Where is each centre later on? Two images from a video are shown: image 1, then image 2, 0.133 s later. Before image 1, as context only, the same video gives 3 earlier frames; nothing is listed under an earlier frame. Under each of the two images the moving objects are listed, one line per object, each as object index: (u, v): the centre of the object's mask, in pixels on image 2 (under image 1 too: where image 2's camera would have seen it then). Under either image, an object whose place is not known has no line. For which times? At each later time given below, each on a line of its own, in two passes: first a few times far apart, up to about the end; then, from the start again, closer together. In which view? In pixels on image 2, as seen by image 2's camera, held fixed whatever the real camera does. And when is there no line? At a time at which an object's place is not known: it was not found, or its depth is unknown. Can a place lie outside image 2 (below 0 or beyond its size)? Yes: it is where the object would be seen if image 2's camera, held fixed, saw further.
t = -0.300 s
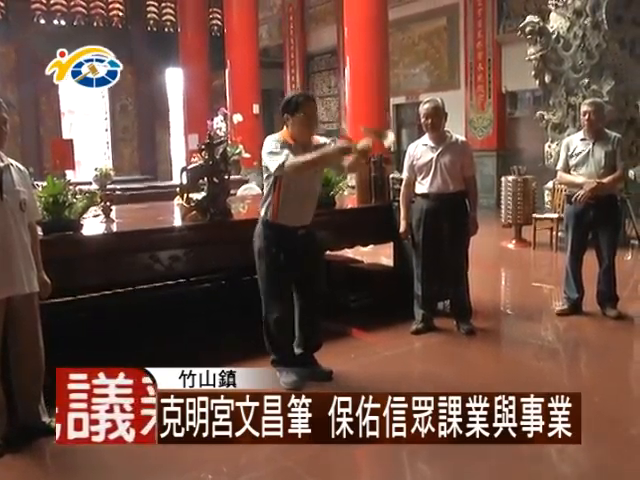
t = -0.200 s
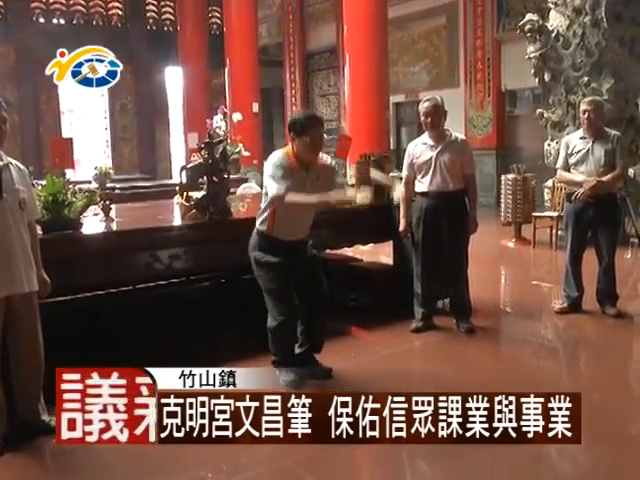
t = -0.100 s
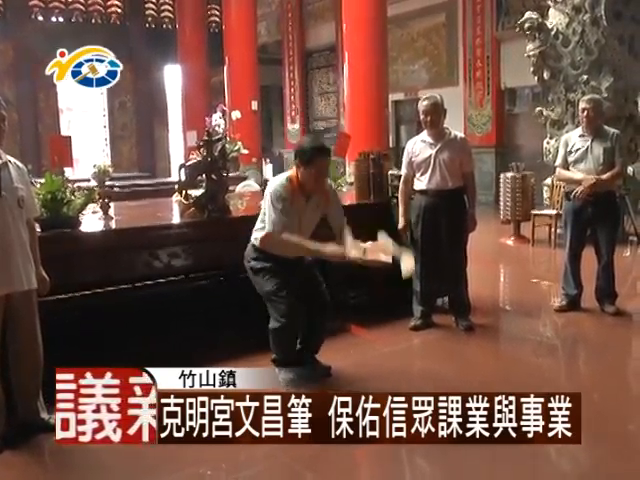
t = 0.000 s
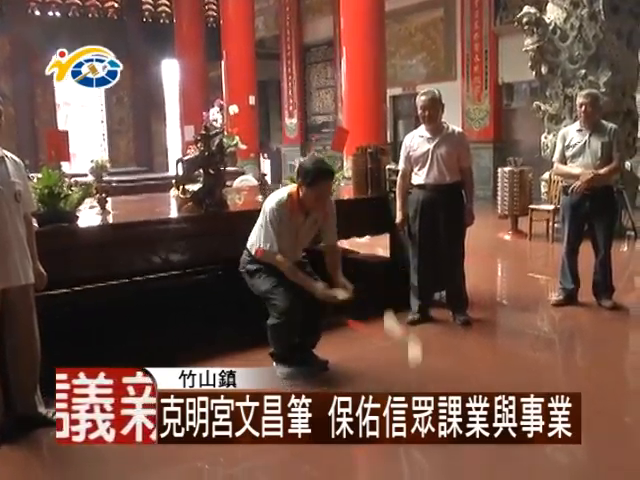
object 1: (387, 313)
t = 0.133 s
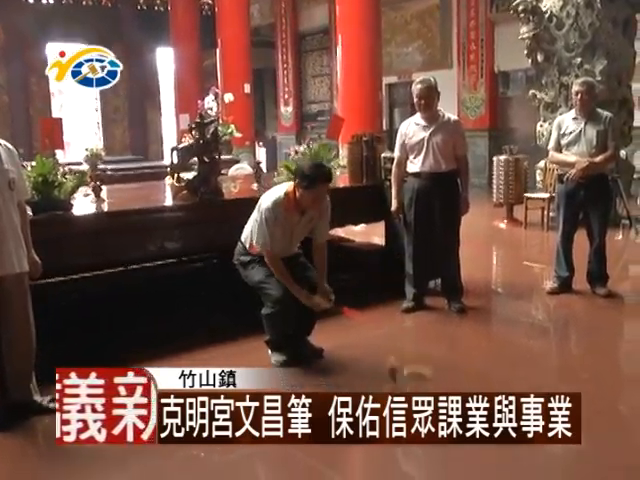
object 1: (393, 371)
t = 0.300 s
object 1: (384, 317)
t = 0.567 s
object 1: (376, 334)
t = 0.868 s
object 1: (367, 352)
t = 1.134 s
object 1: (362, 347)
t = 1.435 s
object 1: (362, 347)
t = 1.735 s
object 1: (362, 347)
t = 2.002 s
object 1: (362, 347)
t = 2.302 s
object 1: (362, 347)
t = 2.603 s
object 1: (363, 347)
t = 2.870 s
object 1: (363, 347)
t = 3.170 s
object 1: (363, 347)
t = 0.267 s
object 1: (385, 323)
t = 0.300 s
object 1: (384, 317)
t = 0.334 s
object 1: (382, 310)
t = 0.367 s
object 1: (381, 306)
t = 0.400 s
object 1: (382, 307)
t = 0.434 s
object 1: (380, 308)
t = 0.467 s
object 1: (380, 314)
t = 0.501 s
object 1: (379, 320)
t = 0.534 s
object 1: (378, 325)
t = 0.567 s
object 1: (376, 334)
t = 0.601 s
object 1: (375, 349)
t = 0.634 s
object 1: (376, 363)
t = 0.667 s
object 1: (378, 365)
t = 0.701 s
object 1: (371, 356)
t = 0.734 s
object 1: (369, 350)
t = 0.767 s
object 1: (368, 348)
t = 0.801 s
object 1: (367, 348)
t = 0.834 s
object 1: (367, 352)
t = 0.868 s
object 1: (367, 352)
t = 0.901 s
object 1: (367, 352)
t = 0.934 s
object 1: (365, 351)
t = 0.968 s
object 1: (364, 349)
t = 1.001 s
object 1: (364, 349)
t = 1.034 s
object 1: (364, 348)
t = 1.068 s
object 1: (363, 348)
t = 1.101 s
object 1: (362, 347)
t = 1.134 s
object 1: (362, 347)
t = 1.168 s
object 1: (362, 348)
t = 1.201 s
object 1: (362, 348)
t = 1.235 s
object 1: (362, 348)
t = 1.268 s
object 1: (362, 348)
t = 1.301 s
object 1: (362, 348)
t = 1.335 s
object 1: (362, 347)
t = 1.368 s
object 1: (362, 347)
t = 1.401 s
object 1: (362, 347)
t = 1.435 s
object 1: (362, 347)
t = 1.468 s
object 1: (362, 347)
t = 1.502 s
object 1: (362, 347)
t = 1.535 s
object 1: (362, 347)
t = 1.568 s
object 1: (362, 347)
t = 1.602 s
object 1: (362, 347)
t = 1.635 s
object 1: (362, 347)
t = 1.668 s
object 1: (362, 347)
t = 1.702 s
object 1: (362, 347)
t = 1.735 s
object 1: (362, 347)
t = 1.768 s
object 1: (362, 347)
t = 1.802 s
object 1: (362, 347)
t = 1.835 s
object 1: (362, 347)
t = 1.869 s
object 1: (362, 347)
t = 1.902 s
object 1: (362, 347)
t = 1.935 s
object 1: (362, 347)
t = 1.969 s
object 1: (362, 348)
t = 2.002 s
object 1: (362, 347)
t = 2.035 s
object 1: (362, 347)
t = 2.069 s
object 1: (362, 347)
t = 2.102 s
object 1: (362, 348)
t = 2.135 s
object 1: (362, 347)
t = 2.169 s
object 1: (362, 347)
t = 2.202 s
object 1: (362, 348)
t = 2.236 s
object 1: (362, 347)
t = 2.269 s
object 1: (362, 347)
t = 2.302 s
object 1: (362, 347)
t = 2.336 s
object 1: (362, 347)
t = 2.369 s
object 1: (362, 347)
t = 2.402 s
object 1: (362, 347)
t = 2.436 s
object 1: (362, 347)
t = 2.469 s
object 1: (362, 347)
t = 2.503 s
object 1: (362, 347)
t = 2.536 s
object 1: (362, 347)
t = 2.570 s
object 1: (362, 347)
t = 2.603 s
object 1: (363, 347)
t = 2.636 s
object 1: (363, 347)
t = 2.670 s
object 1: (363, 347)
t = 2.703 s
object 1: (363, 347)
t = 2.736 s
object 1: (363, 347)
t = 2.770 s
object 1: (363, 347)
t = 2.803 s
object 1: (363, 348)
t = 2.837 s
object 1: (363, 347)
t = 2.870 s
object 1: (363, 347)
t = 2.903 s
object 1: (363, 347)
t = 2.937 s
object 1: (363, 347)
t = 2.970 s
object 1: (363, 347)
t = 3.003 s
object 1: (363, 347)
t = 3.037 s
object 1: (363, 347)
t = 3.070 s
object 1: (363, 347)
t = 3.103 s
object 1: (363, 347)
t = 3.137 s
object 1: (363, 347)
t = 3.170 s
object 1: (363, 347)
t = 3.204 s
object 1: (363, 348)
